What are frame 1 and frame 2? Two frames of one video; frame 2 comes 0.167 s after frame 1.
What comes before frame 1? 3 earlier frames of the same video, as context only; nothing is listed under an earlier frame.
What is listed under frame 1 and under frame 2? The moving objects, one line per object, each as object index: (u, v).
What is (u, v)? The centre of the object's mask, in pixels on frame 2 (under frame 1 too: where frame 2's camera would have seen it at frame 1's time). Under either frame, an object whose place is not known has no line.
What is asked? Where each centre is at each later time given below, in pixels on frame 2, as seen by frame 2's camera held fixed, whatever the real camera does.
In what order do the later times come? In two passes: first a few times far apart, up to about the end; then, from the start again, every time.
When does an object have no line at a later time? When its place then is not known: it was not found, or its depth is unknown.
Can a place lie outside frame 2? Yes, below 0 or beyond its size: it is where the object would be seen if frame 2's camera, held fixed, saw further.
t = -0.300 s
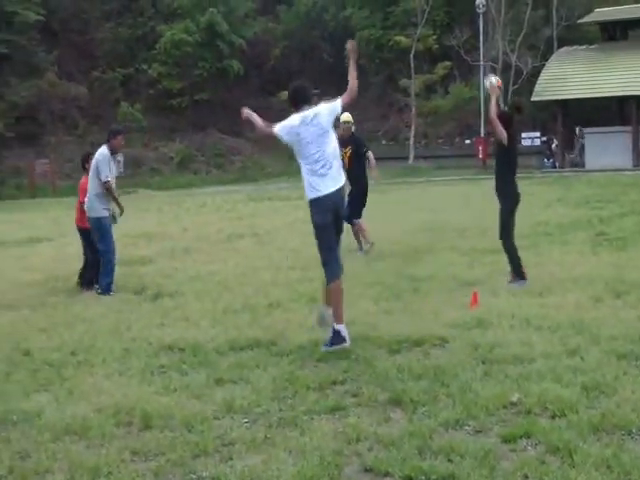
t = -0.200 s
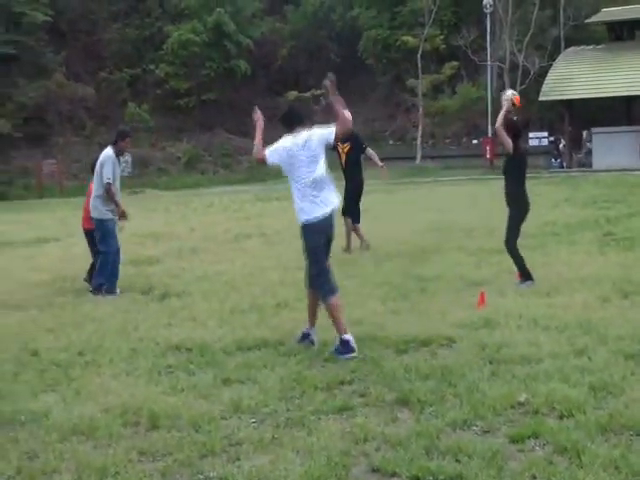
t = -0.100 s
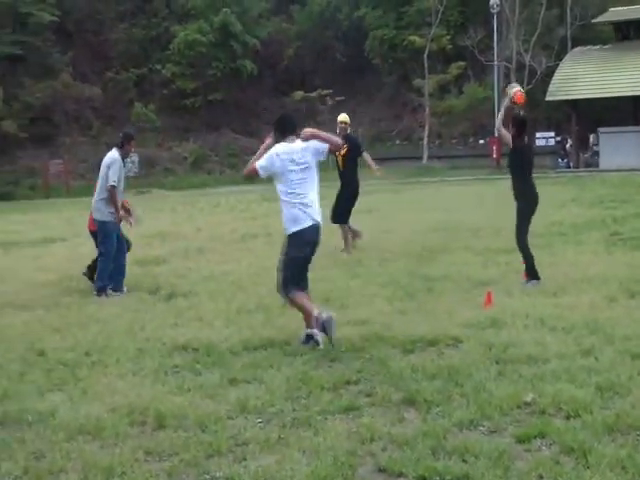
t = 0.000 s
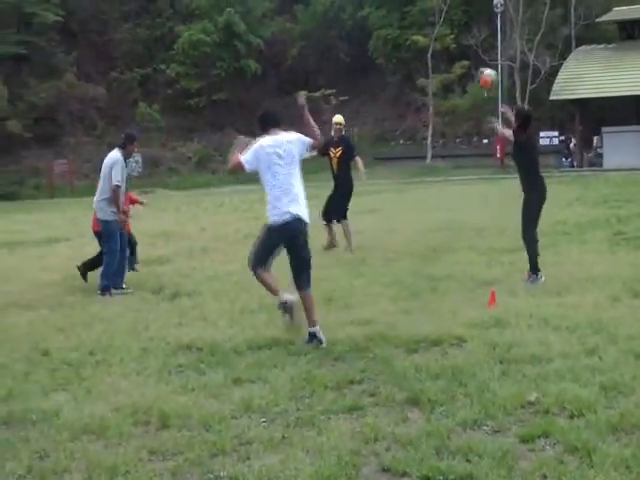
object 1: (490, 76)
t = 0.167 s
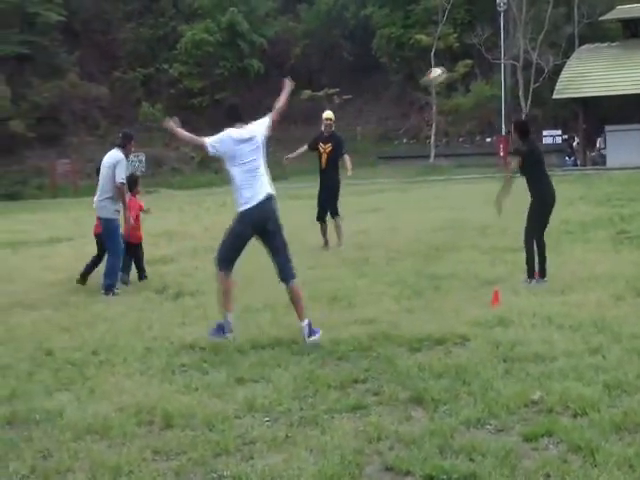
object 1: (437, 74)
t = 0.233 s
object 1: (417, 82)
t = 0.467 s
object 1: (355, 137)
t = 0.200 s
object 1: (425, 76)
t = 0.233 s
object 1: (417, 82)
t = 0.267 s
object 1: (407, 88)
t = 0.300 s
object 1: (398, 93)
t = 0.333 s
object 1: (388, 101)
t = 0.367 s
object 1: (381, 109)
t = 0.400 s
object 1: (372, 117)
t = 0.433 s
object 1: (363, 127)
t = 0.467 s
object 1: (355, 137)
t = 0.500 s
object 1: (347, 149)
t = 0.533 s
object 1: (339, 160)
